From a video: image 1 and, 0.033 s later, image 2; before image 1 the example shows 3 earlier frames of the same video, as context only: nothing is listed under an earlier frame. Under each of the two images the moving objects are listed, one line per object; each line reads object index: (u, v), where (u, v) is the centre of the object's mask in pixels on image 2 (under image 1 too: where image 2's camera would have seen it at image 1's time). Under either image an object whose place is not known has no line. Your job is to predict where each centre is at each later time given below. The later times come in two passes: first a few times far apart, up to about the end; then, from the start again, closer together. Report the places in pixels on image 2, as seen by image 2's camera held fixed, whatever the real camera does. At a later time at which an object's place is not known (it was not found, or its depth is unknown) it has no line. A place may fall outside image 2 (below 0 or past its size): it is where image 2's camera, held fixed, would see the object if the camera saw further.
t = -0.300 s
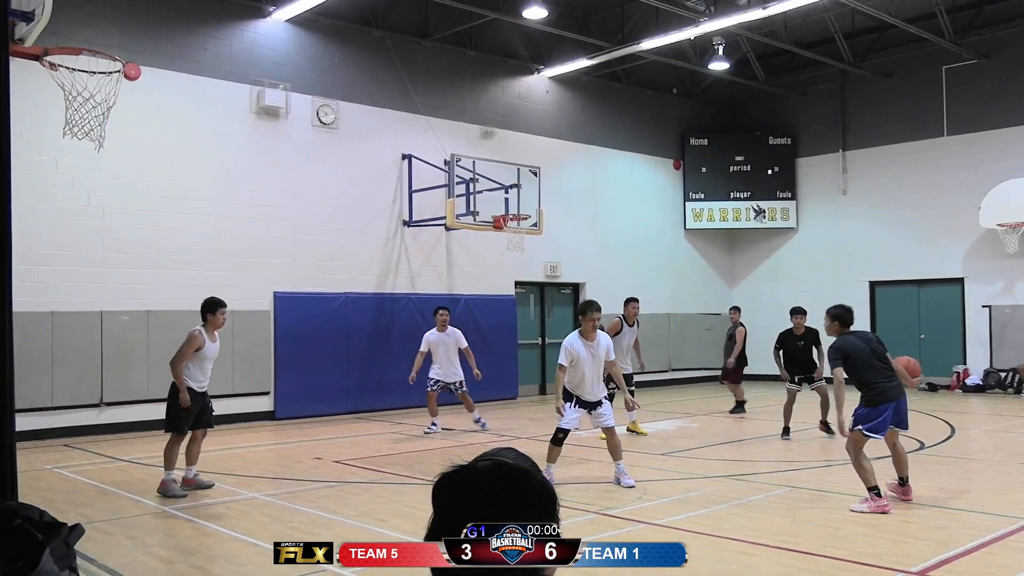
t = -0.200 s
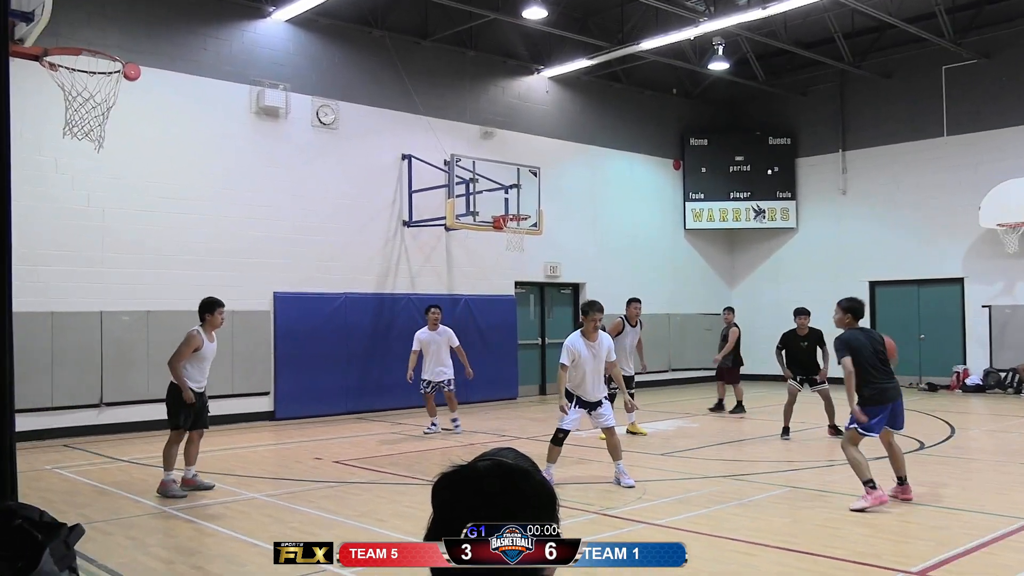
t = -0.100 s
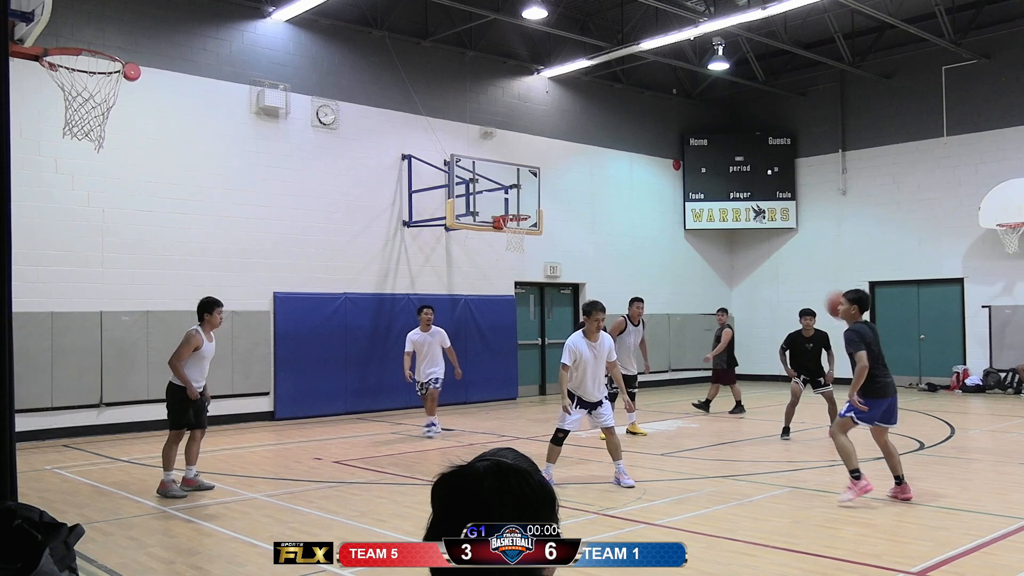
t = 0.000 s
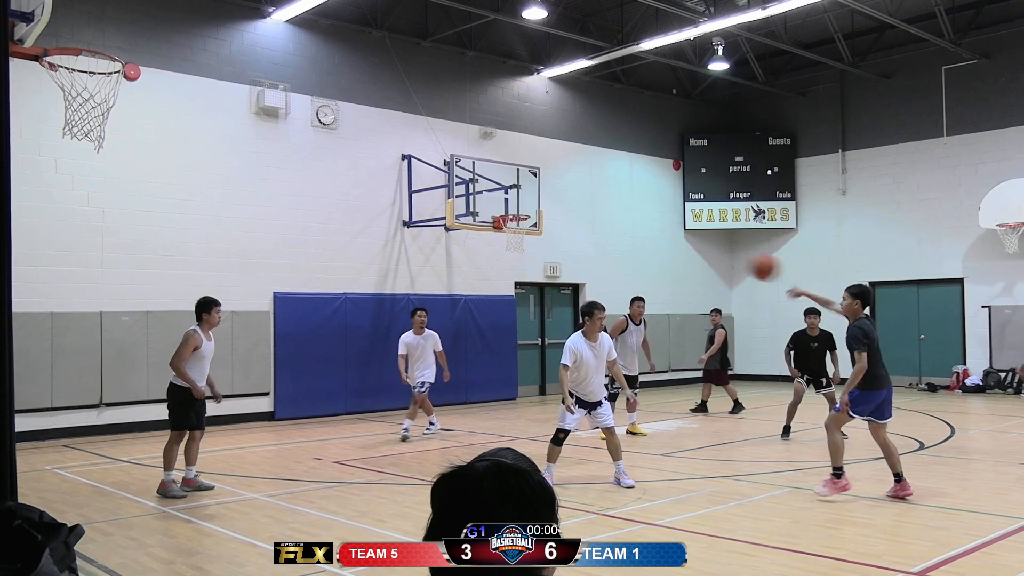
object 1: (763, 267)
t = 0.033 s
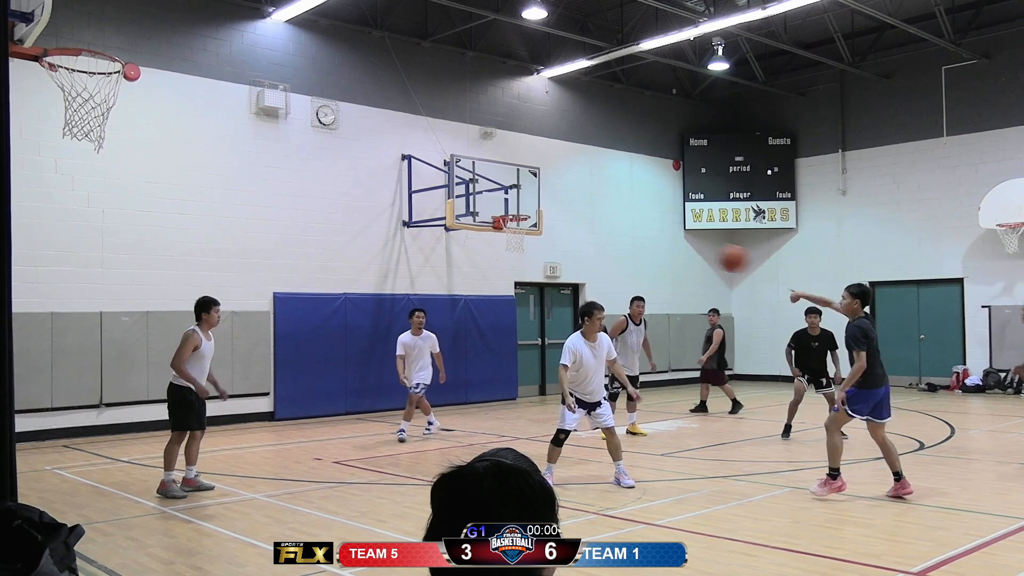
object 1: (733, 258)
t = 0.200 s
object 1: (579, 238)
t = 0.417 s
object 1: (390, 250)
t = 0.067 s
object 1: (703, 251)
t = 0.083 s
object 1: (687, 248)
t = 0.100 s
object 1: (670, 245)
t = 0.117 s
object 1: (655, 243)
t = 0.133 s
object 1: (639, 240)
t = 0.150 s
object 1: (624, 238)
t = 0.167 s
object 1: (609, 237)
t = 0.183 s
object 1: (594, 237)
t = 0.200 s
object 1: (579, 238)
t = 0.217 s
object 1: (564, 237)
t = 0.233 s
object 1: (550, 235)
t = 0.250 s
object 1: (534, 235)
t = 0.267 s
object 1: (520, 235)
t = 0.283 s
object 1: (505, 234)
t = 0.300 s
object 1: (492, 235)
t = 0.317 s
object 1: (475, 238)
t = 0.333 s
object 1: (462, 239)
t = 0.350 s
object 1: (447, 241)
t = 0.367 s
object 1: (433, 243)
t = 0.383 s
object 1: (418, 245)
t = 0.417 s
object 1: (390, 250)
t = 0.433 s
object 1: (376, 253)
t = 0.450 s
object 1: (361, 256)
